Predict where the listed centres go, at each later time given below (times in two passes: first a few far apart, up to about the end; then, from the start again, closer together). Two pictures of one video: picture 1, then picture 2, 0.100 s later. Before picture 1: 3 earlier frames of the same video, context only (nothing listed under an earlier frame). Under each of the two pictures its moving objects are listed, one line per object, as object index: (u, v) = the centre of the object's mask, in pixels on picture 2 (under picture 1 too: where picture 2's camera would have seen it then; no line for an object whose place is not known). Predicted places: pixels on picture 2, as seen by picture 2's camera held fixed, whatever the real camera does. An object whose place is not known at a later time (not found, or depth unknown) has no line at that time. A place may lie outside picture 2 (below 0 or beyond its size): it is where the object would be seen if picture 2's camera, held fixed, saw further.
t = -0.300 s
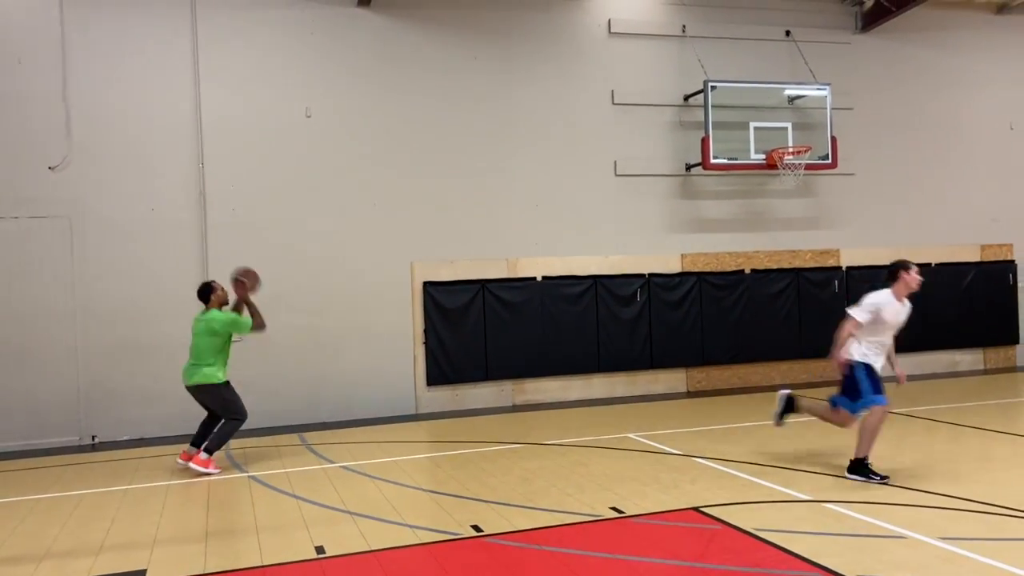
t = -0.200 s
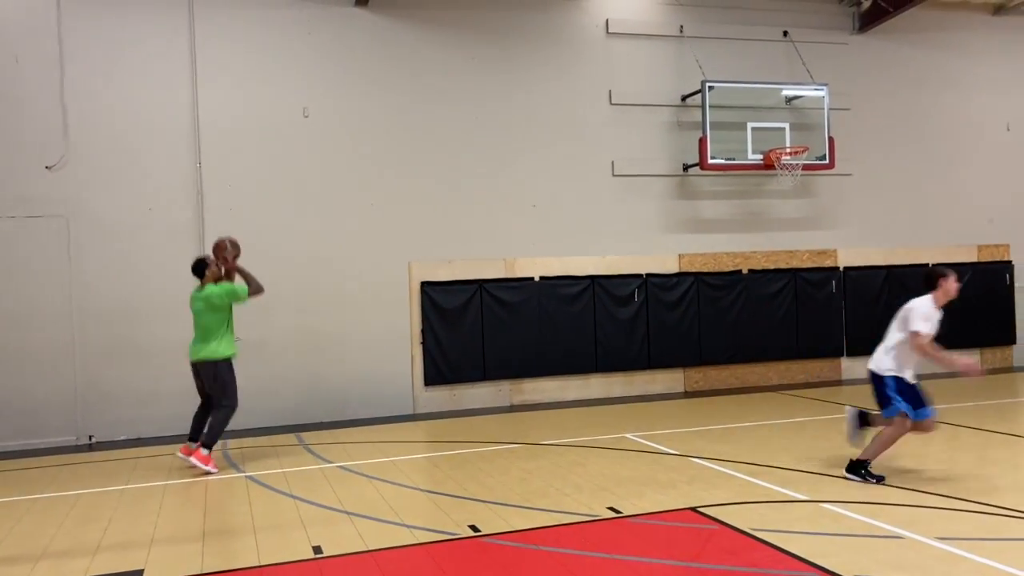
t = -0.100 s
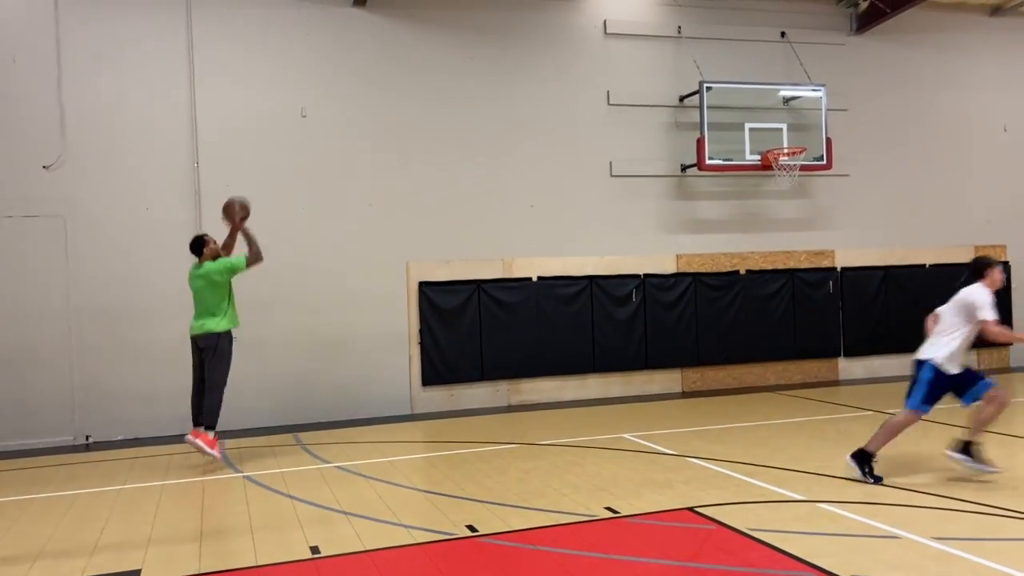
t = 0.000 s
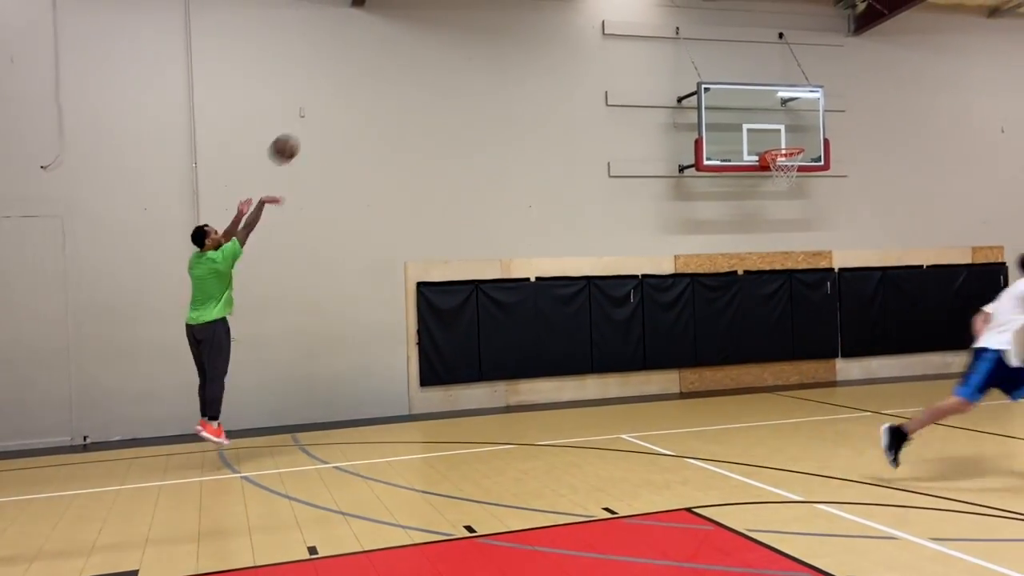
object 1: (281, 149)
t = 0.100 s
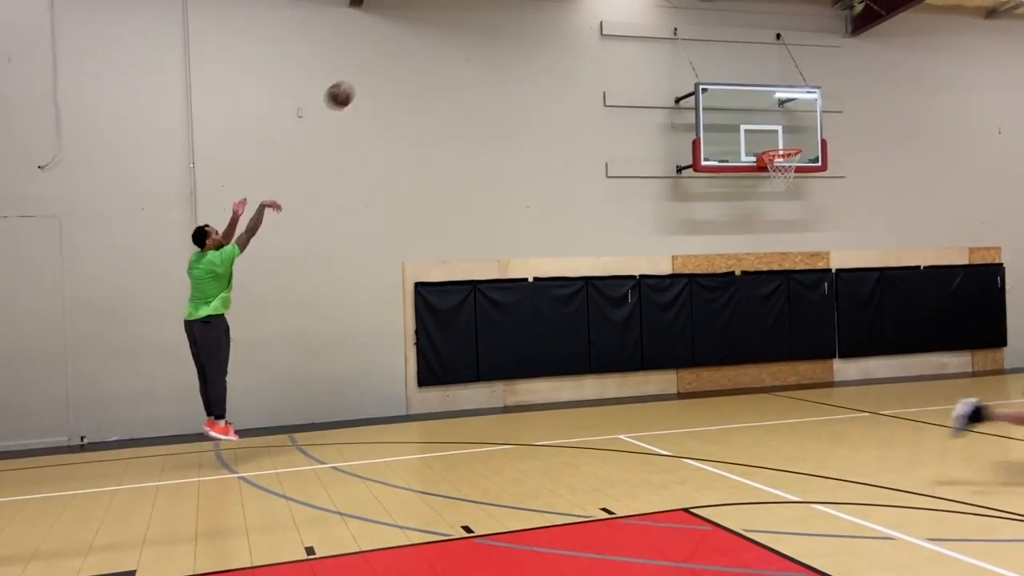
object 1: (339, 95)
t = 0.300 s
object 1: (443, 27)
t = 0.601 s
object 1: (577, 7)
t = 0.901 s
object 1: (692, 54)
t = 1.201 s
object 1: (788, 163)
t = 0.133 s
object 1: (357, 81)
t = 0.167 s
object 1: (375, 67)
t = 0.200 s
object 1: (392, 55)
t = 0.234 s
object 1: (410, 45)
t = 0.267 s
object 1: (426, 35)
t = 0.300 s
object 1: (443, 27)
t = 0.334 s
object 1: (459, 20)
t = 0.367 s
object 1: (475, 14)
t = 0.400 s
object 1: (490, 11)
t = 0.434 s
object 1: (506, 8)
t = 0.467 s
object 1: (520, 7)
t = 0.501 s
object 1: (535, 6)
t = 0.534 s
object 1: (549, 6)
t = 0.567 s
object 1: (563, 6)
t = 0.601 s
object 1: (577, 7)
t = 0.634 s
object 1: (591, 9)
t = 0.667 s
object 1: (604, 10)
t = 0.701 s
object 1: (618, 13)
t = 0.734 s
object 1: (630, 17)
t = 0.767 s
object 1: (643, 23)
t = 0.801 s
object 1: (656, 30)
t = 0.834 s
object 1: (668, 37)
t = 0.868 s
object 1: (680, 45)
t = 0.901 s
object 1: (692, 54)
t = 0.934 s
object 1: (703, 64)
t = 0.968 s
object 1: (715, 74)
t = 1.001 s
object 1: (726, 85)
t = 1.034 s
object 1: (738, 98)
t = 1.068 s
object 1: (749, 109)
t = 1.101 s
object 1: (760, 122)
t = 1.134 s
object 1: (770, 137)
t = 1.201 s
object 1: (788, 163)
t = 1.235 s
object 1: (788, 179)
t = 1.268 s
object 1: (788, 189)
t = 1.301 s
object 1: (788, 204)
